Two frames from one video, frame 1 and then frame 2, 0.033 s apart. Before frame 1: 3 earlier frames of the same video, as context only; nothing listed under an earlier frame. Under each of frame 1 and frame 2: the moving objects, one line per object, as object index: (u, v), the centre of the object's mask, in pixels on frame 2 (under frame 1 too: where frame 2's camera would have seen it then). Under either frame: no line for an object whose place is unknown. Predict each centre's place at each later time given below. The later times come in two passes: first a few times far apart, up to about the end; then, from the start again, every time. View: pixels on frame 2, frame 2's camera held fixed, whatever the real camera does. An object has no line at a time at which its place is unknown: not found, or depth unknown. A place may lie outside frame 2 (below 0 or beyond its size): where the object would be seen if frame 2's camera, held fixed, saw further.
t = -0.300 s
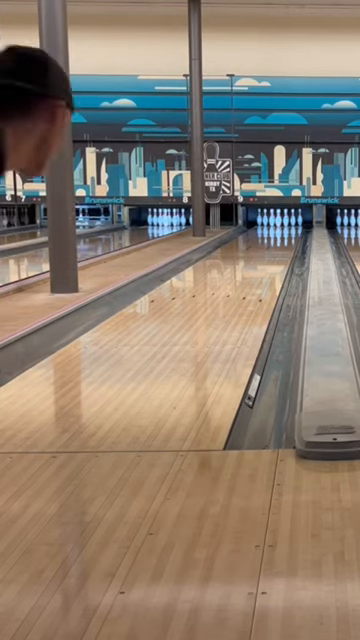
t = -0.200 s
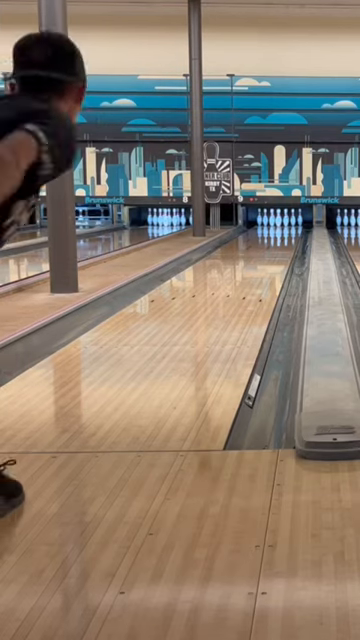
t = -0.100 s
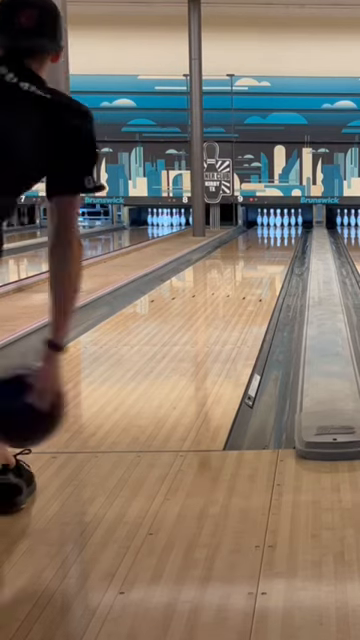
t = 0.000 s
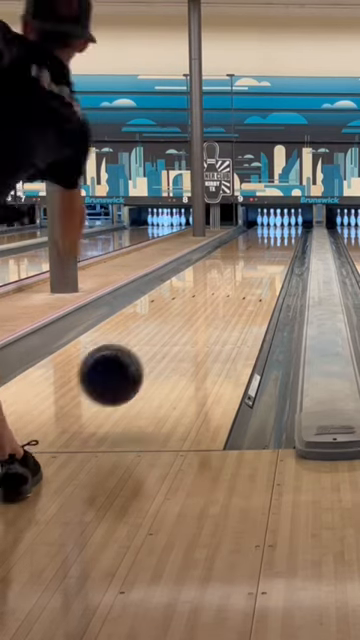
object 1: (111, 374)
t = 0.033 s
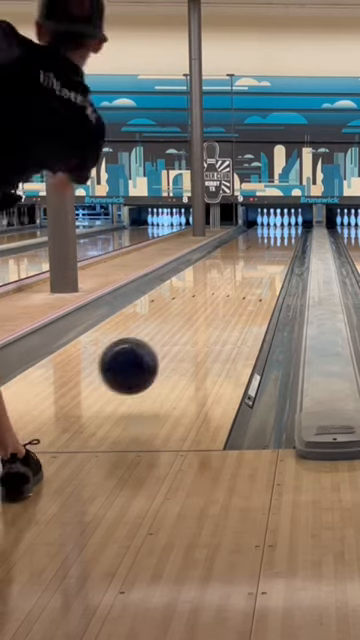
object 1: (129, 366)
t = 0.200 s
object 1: (187, 332)
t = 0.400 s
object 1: (224, 294)
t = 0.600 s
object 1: (245, 272)
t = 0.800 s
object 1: (258, 258)
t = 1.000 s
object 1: (267, 248)
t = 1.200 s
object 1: (274, 240)
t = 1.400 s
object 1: (279, 235)
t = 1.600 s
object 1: (281, 230)
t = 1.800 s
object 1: (282, 227)
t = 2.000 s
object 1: (282, 224)
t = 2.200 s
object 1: (281, 222)
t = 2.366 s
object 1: (280, 221)
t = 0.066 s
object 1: (144, 361)
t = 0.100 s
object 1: (157, 360)
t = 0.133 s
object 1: (168, 350)
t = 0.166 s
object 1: (178, 340)
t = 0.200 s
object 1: (187, 332)
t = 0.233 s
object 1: (195, 324)
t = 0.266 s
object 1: (202, 317)
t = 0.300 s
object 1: (208, 310)
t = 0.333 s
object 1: (214, 304)
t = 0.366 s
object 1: (219, 299)
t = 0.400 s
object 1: (224, 294)
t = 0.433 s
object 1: (228, 290)
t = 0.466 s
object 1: (232, 286)
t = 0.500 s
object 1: (235, 282)
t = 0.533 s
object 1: (239, 279)
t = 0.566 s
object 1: (242, 275)
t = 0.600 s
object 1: (245, 272)
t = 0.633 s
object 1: (247, 270)
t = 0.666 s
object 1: (250, 267)
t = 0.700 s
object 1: (252, 264)
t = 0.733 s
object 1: (254, 262)
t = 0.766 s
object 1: (256, 260)
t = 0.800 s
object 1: (258, 258)
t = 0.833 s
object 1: (260, 256)
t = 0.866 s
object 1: (261, 255)
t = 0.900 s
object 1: (263, 253)
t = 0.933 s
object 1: (264, 252)
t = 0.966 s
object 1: (265, 250)
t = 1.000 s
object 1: (267, 248)
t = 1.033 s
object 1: (268, 247)
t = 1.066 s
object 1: (269, 246)
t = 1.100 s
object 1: (270, 245)
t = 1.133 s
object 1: (272, 243)
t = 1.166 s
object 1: (273, 242)
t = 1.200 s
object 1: (274, 240)
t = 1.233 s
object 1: (275, 239)
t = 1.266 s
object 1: (276, 238)
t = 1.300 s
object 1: (276, 238)
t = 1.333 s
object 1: (277, 237)
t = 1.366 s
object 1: (278, 236)
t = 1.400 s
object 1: (279, 235)
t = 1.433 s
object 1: (279, 234)
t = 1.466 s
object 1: (280, 233)
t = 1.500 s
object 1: (280, 232)
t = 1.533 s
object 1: (281, 232)
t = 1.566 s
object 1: (281, 231)
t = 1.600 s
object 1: (281, 230)
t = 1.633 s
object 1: (282, 230)
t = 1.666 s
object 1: (282, 229)
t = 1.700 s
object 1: (282, 228)
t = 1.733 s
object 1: (282, 228)
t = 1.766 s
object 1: (282, 228)
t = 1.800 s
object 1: (282, 227)
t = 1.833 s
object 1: (282, 227)
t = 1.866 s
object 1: (282, 226)
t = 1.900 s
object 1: (282, 226)
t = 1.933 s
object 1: (283, 225)
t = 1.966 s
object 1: (282, 225)
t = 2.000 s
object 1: (282, 224)
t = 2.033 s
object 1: (282, 223)
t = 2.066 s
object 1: (282, 223)
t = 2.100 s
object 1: (281, 222)
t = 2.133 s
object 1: (280, 222)
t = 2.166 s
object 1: (281, 222)
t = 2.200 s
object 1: (281, 222)
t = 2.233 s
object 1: (282, 222)
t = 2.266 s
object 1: (282, 222)
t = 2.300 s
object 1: (281, 221)
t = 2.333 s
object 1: (281, 221)
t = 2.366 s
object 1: (280, 221)
